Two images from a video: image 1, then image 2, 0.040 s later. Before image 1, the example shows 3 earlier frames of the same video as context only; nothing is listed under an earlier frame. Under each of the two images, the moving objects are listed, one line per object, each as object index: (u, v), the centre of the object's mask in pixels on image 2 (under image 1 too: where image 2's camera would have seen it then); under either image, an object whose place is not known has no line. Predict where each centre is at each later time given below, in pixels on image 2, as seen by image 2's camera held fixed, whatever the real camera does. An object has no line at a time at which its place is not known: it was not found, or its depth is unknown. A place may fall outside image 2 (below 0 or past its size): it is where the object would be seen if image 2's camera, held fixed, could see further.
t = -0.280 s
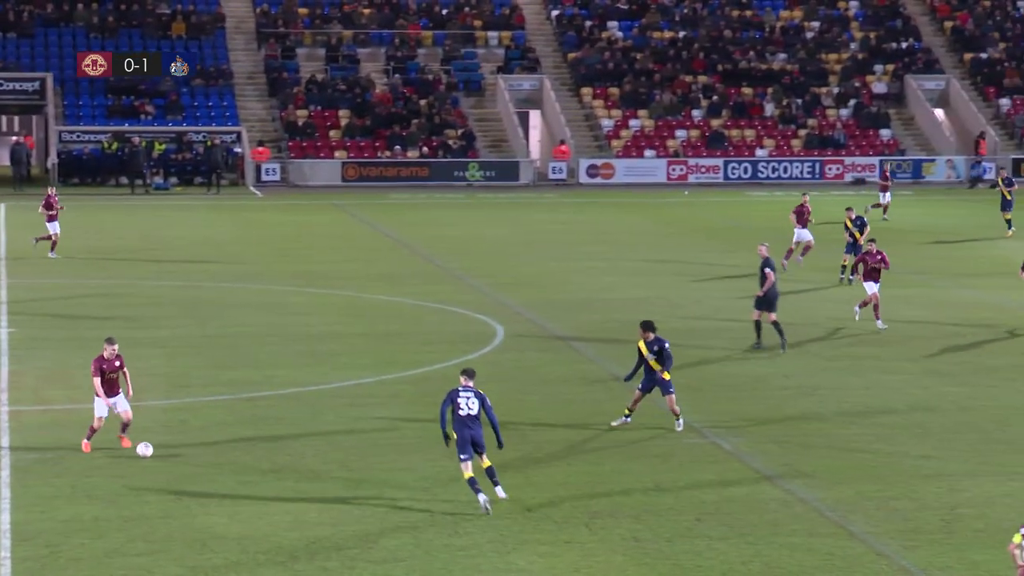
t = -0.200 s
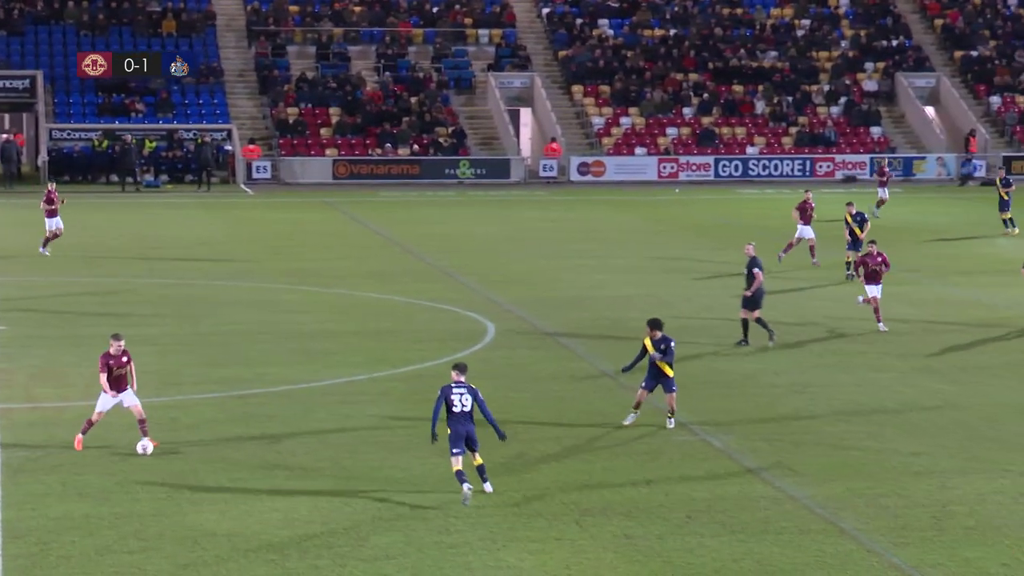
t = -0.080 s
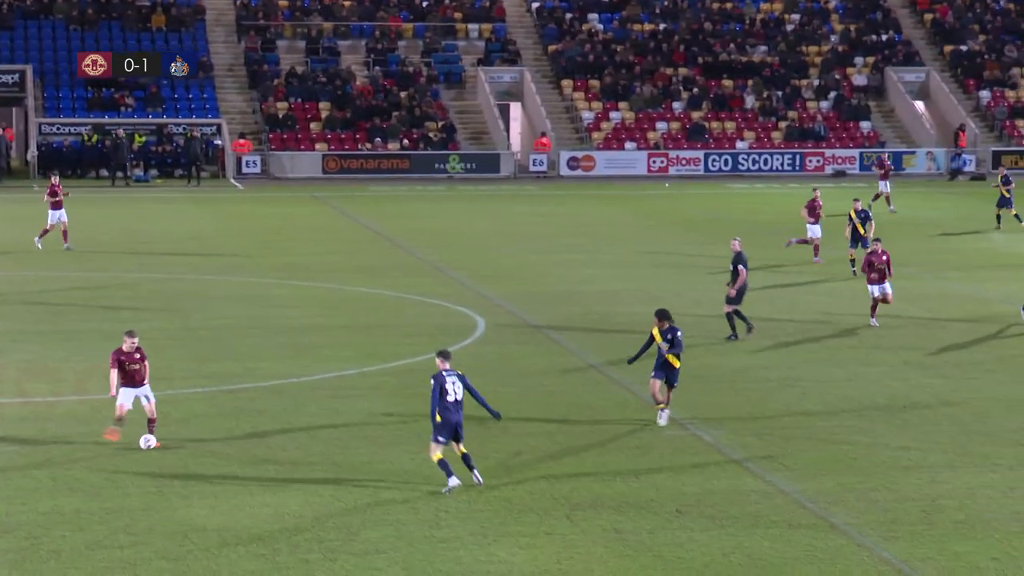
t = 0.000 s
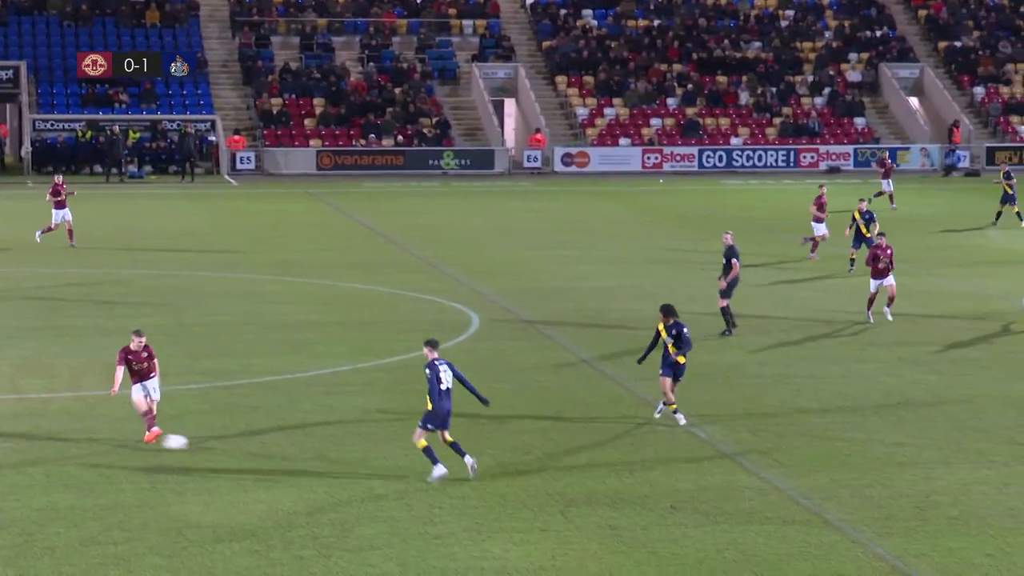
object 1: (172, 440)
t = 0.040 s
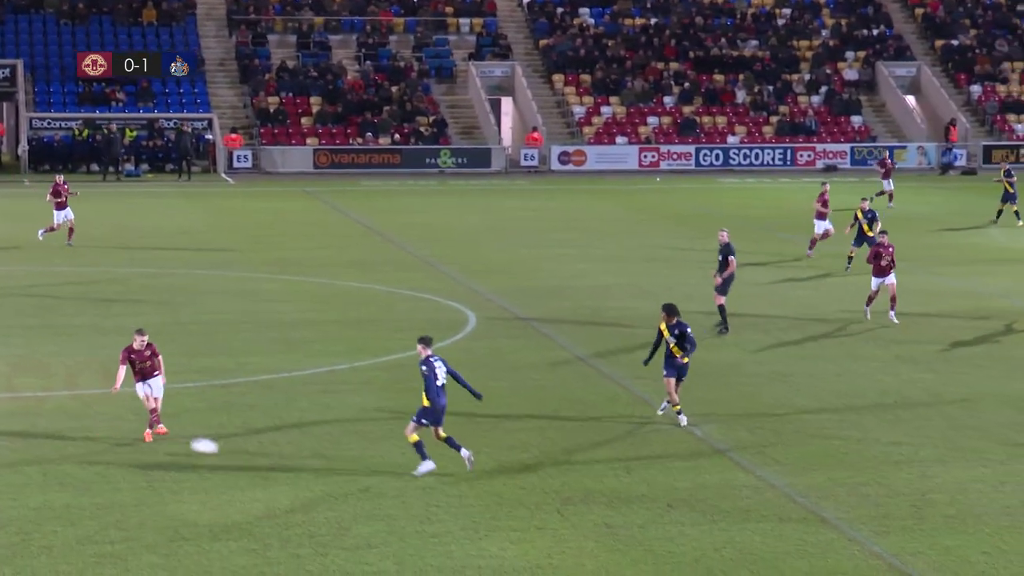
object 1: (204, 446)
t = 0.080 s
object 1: (236, 453)
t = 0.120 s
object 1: (270, 460)
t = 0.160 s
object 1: (303, 465)
